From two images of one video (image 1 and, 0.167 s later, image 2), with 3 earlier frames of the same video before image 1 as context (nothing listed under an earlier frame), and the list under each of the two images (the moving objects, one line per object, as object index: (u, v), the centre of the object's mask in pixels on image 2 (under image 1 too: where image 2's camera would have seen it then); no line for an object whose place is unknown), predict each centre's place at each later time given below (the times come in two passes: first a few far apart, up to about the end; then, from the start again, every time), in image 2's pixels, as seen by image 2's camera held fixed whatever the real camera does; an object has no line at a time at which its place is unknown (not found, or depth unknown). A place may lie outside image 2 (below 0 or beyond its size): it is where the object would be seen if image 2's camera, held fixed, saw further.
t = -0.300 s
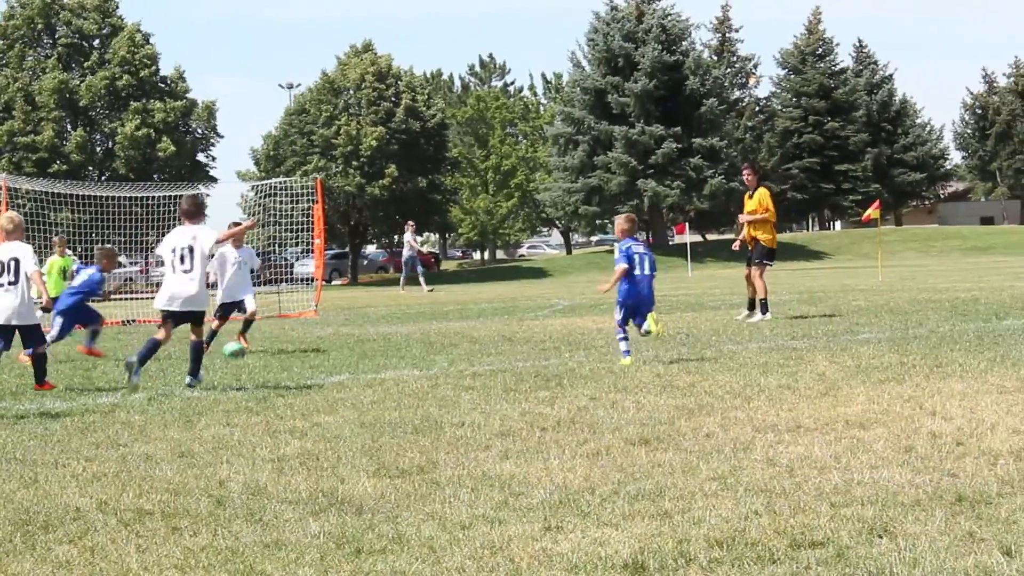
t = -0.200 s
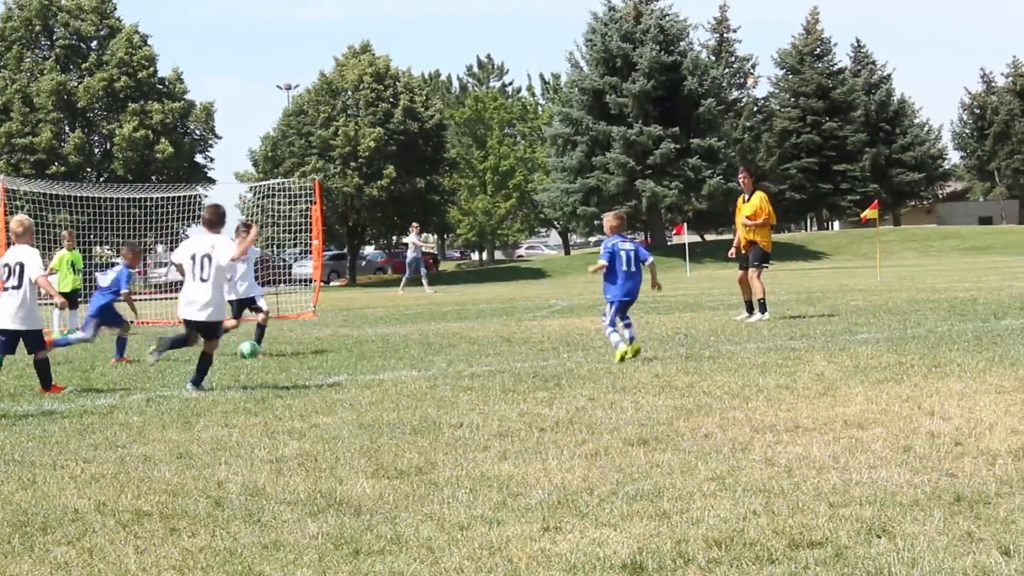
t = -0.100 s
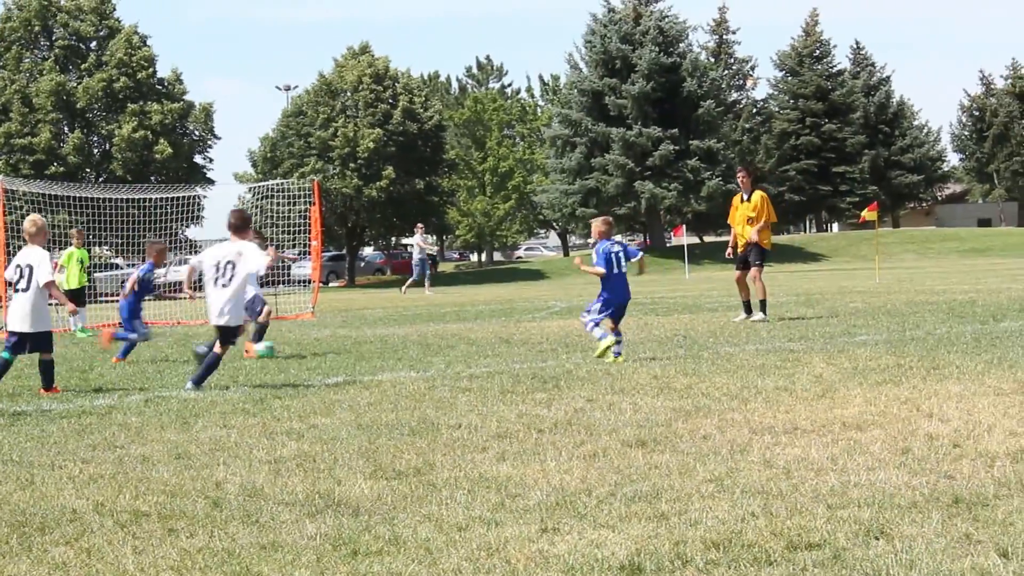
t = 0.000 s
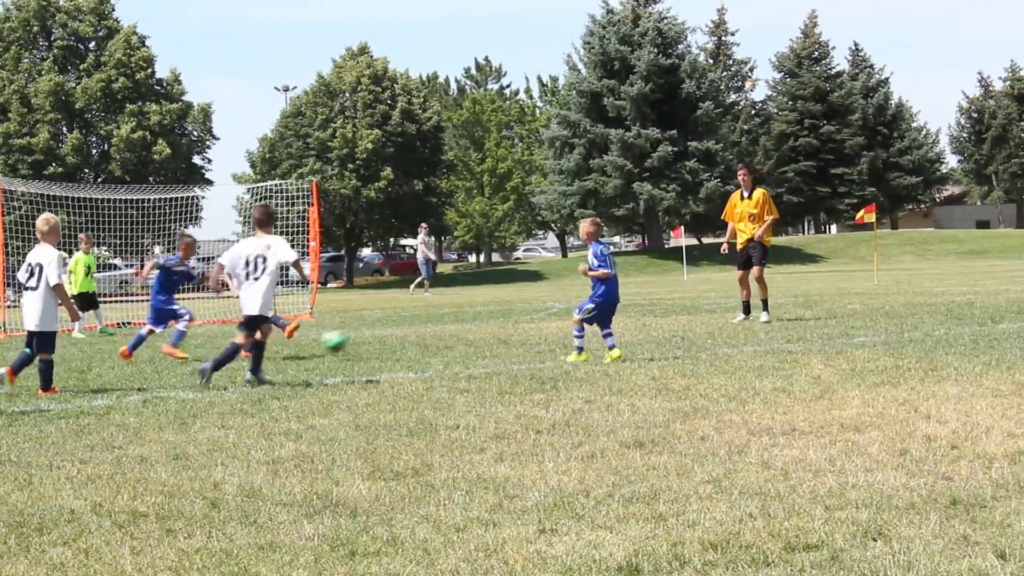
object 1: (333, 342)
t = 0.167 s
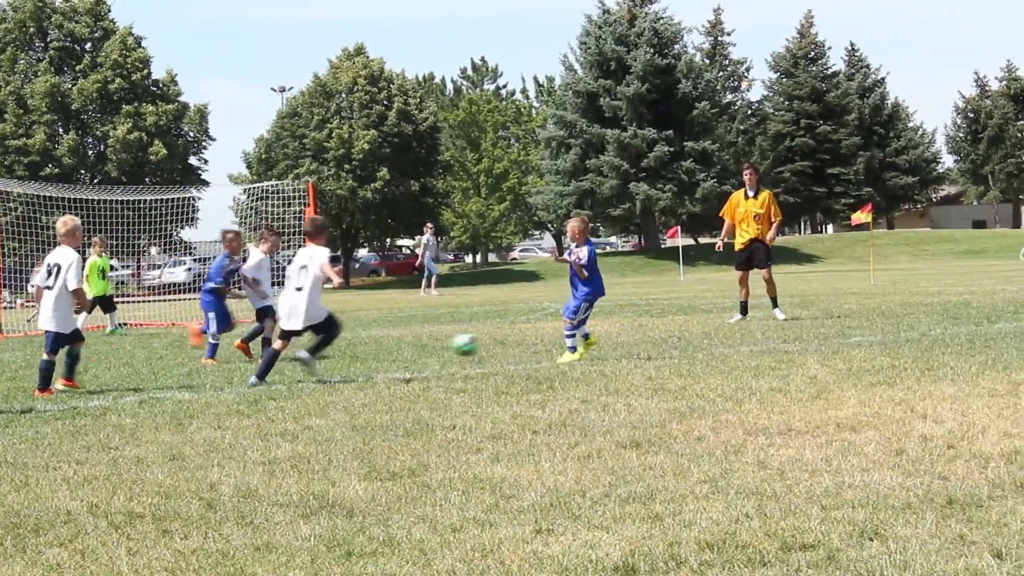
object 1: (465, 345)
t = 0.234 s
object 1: (518, 353)
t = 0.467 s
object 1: (687, 342)
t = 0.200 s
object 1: (492, 347)
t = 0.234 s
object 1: (518, 353)
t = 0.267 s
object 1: (545, 352)
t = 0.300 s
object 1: (568, 349)
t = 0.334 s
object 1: (590, 344)
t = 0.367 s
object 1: (615, 341)
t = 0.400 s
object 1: (639, 342)
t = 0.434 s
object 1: (663, 341)
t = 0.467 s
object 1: (687, 342)
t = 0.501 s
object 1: (714, 348)
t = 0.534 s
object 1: (738, 352)
